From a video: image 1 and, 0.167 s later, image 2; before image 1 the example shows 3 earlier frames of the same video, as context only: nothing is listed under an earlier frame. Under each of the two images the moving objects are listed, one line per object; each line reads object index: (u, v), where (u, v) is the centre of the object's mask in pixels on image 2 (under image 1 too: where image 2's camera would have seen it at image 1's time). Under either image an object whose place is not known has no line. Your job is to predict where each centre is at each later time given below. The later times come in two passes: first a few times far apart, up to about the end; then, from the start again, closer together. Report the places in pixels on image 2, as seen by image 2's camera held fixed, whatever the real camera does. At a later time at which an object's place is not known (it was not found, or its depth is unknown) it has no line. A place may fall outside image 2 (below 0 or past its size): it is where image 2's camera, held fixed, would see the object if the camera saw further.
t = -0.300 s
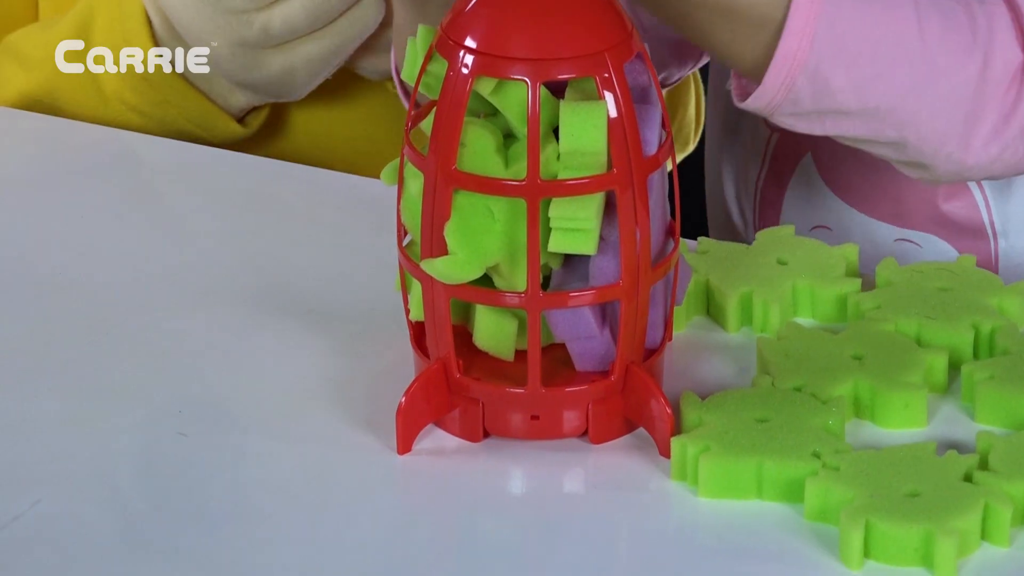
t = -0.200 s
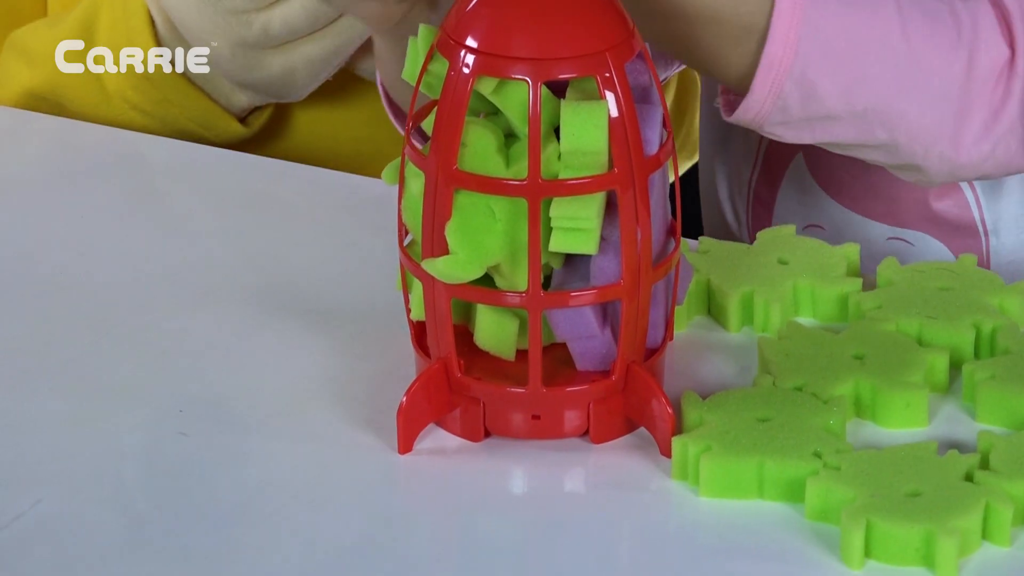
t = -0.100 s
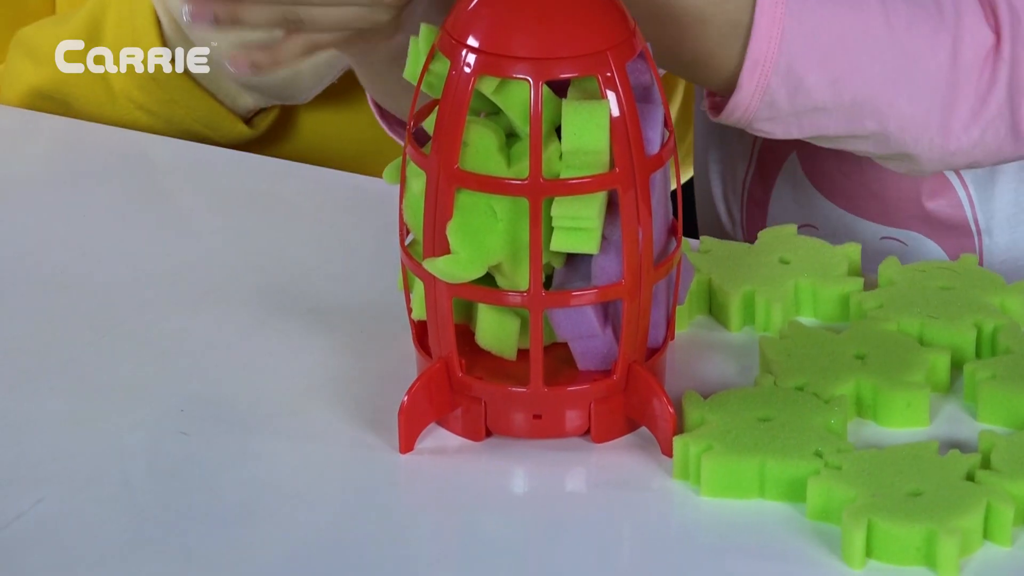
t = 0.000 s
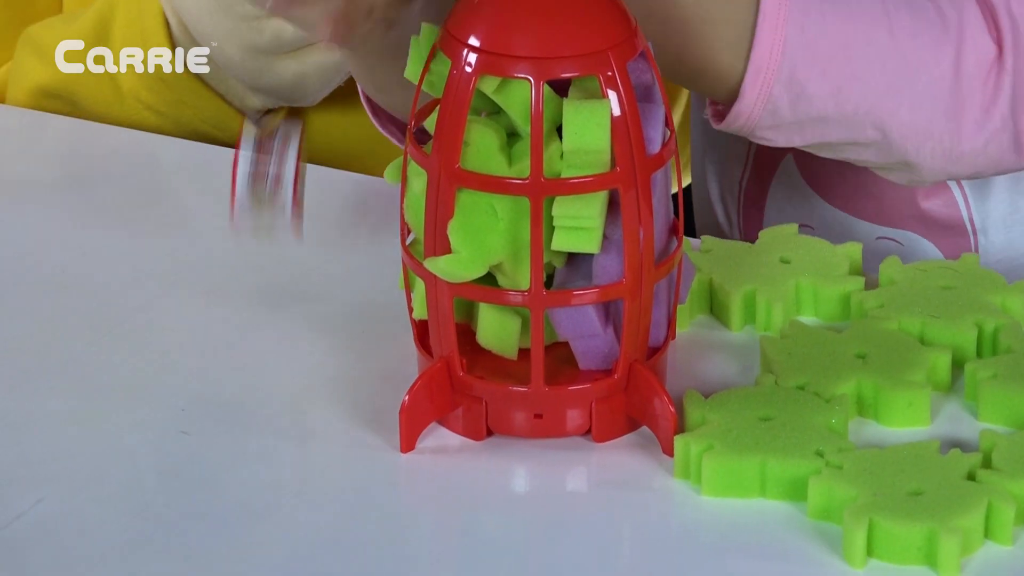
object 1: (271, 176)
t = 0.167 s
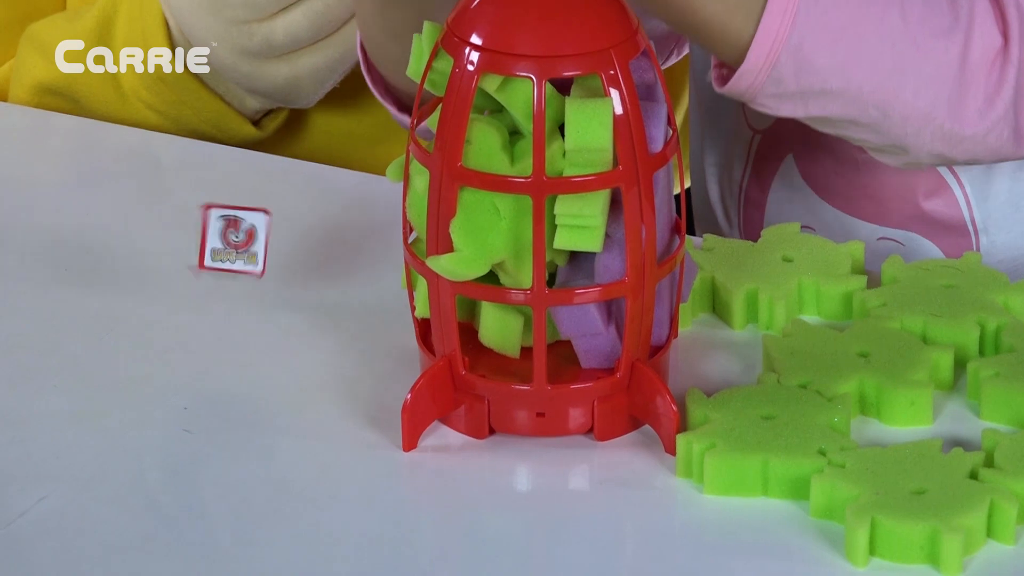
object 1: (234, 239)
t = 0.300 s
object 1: (218, 362)
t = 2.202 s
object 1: (189, 437)
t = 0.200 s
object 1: (226, 245)
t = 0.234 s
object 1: (221, 268)
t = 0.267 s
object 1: (221, 312)
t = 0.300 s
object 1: (218, 362)
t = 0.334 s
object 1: (210, 363)
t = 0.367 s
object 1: (206, 376)
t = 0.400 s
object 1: (200, 392)
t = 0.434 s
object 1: (193, 413)
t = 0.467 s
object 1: (191, 427)
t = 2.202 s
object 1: (189, 437)
